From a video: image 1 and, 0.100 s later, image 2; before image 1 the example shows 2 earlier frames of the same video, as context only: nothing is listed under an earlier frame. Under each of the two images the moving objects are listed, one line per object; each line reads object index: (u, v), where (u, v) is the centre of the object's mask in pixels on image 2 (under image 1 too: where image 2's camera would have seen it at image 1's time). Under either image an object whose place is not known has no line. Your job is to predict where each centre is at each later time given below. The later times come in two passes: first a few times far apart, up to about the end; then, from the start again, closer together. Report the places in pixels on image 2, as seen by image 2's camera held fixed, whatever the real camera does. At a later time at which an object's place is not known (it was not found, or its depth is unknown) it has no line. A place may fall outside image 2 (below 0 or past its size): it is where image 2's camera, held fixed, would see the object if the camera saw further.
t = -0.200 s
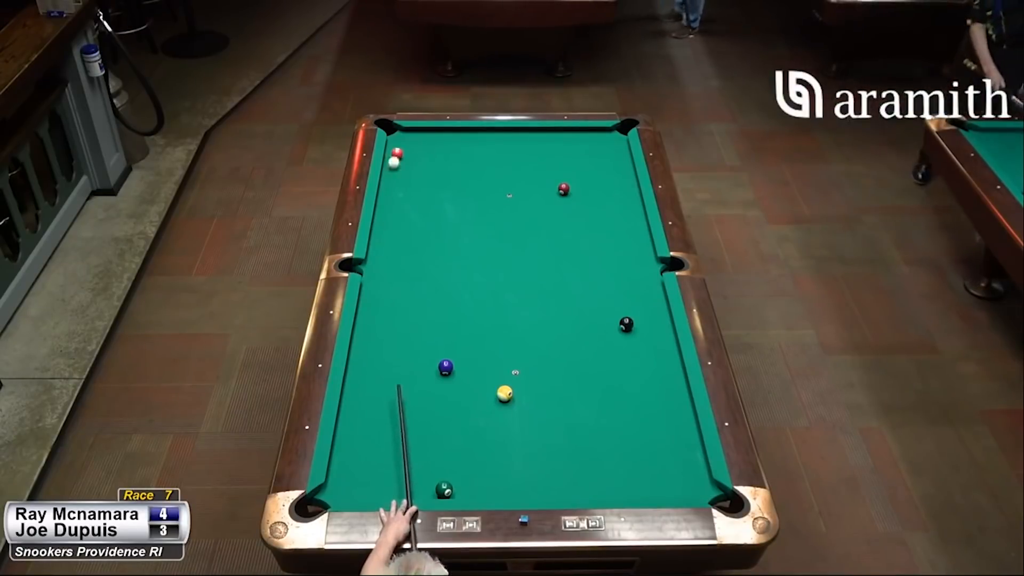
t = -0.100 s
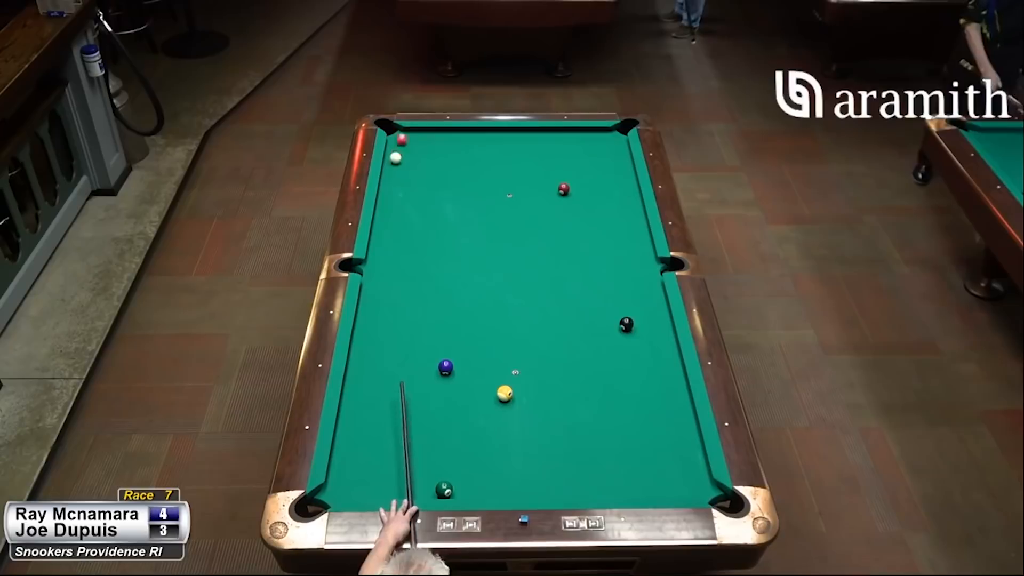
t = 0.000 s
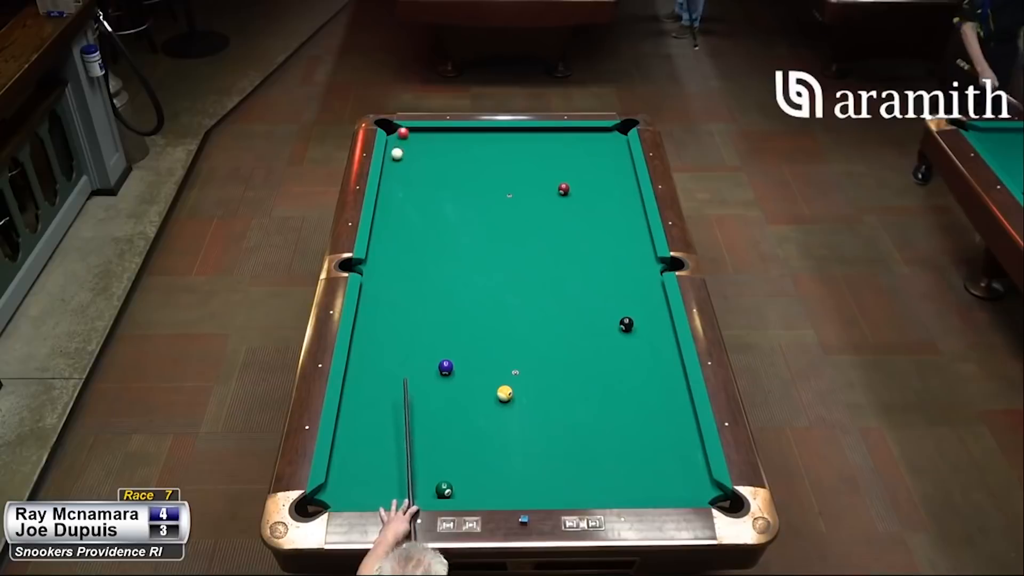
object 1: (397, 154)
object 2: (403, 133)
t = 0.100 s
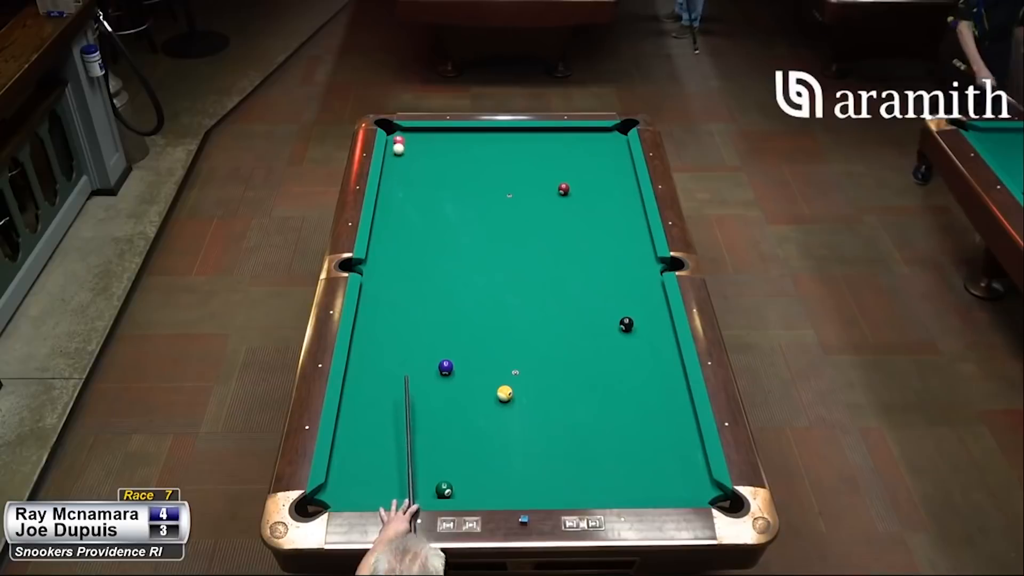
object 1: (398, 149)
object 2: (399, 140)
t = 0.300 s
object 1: (408, 156)
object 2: (396, 140)
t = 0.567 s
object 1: (418, 164)
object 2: (408, 139)
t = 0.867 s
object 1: (431, 173)
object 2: (420, 138)
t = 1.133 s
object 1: (442, 181)
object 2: (431, 137)
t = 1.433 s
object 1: (453, 189)
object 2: (440, 137)
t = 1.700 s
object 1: (462, 195)
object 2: (447, 137)
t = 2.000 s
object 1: (472, 202)
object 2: (454, 136)
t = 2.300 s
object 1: (481, 208)
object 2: (459, 136)
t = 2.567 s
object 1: (488, 213)
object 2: (462, 136)
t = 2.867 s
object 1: (495, 218)
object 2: (464, 136)
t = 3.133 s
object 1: (501, 223)
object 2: (465, 136)
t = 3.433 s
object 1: (507, 227)
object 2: (465, 135)
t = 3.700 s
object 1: (511, 229)
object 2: (465, 135)
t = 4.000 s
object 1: (514, 232)
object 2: (465, 135)
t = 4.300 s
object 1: (517, 234)
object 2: (465, 135)
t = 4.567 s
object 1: (518, 235)
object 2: (465, 135)
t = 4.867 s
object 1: (518, 236)
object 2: (465, 135)
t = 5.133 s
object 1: (518, 236)
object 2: (465, 135)
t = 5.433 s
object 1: (518, 236)
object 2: (465, 135)
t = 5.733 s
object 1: (518, 236)
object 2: (465, 135)
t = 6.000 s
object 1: (518, 236)
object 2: (465, 135)
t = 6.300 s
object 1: (518, 236)
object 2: (465, 135)
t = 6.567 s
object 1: (518, 236)
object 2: (465, 135)
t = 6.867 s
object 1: (518, 236)
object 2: (465, 135)
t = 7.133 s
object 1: (518, 236)
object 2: (465, 135)
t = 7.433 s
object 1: (518, 236)
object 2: (465, 135)
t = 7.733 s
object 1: (518, 236)
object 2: (465, 135)
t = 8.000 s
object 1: (518, 236)
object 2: (465, 136)
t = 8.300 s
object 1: (518, 236)
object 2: (465, 136)
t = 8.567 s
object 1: (518, 236)
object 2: (465, 136)
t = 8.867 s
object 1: (518, 236)
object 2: (465, 136)
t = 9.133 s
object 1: (518, 236)
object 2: (465, 136)
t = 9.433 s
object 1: (518, 236)
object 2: (465, 136)
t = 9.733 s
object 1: (518, 236)
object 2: (465, 136)
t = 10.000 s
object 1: (518, 236)
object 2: (465, 136)
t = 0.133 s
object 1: (399, 149)
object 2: (396, 140)
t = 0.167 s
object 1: (400, 150)
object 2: (394, 141)
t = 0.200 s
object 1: (403, 152)
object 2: (392, 140)
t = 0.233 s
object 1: (405, 154)
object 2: (393, 140)
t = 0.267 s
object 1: (405, 154)
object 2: (393, 140)
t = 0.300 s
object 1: (408, 156)
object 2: (396, 140)
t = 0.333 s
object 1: (409, 157)
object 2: (398, 140)
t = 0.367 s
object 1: (410, 158)
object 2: (399, 140)
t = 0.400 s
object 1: (412, 159)
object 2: (401, 139)
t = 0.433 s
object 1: (413, 160)
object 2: (402, 139)
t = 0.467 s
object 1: (414, 161)
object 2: (403, 139)
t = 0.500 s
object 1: (416, 162)
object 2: (406, 139)
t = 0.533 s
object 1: (418, 163)
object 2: (407, 139)
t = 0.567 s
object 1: (418, 164)
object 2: (408, 139)
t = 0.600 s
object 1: (420, 165)
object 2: (410, 139)
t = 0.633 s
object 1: (422, 166)
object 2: (411, 139)
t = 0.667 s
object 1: (423, 167)
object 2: (412, 139)
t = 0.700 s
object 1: (424, 168)
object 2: (415, 138)
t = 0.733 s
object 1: (426, 169)
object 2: (416, 138)
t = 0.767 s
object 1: (427, 170)
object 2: (416, 138)
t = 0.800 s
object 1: (429, 171)
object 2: (418, 138)
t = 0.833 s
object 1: (430, 172)
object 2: (420, 138)
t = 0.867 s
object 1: (431, 173)
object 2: (420, 138)
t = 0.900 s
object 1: (433, 174)
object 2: (423, 138)
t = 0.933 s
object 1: (434, 175)
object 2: (424, 138)
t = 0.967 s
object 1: (435, 176)
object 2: (424, 138)
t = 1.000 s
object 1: (437, 177)
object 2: (426, 138)
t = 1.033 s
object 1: (438, 178)
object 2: (428, 137)
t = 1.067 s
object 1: (439, 179)
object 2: (428, 137)
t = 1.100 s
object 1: (441, 180)
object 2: (430, 137)
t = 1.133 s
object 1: (442, 181)
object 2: (431, 137)
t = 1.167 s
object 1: (442, 181)
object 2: (431, 137)
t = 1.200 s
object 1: (444, 183)
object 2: (433, 137)
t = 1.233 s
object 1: (446, 183)
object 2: (434, 137)
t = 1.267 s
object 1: (446, 184)
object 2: (435, 137)
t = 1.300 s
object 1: (448, 185)
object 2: (436, 137)
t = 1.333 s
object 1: (449, 186)
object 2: (438, 137)
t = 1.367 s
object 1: (450, 187)
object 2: (438, 137)
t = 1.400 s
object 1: (452, 188)
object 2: (439, 137)
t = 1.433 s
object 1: (453, 189)
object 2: (440, 137)
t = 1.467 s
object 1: (454, 189)
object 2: (441, 137)
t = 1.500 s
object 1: (455, 190)
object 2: (442, 137)
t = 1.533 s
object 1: (457, 191)
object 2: (443, 137)
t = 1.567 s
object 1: (457, 192)
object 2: (443, 137)
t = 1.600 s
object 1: (459, 193)
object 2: (445, 137)
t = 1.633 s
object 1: (460, 194)
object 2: (445, 137)
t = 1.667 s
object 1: (461, 194)
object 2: (446, 137)
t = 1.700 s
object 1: (462, 195)
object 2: (447, 137)
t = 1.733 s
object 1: (464, 196)
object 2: (448, 137)
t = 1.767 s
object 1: (464, 197)
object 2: (449, 137)
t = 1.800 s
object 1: (466, 198)
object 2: (450, 137)
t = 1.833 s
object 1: (467, 199)
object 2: (450, 137)
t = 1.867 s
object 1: (467, 199)
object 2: (451, 137)
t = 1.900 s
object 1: (469, 200)
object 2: (452, 137)
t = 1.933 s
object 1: (470, 201)
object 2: (452, 137)
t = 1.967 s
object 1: (471, 201)
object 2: (453, 137)
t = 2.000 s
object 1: (472, 202)
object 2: (454, 136)
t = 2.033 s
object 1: (473, 203)
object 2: (454, 136)
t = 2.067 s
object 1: (474, 204)
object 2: (455, 137)
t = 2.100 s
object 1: (475, 204)
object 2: (456, 137)
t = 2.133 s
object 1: (476, 205)
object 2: (456, 136)
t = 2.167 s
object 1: (477, 205)
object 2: (457, 136)
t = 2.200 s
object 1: (478, 207)
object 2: (457, 136)
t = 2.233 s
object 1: (479, 207)
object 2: (458, 136)
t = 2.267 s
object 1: (480, 208)
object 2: (458, 136)
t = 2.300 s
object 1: (481, 208)
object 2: (459, 136)
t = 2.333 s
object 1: (482, 209)
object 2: (459, 136)
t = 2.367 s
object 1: (483, 209)
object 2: (459, 136)
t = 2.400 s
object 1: (484, 210)
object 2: (460, 136)
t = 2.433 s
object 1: (485, 211)
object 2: (460, 136)
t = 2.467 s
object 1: (486, 211)
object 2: (461, 136)
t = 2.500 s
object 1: (487, 212)
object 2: (461, 136)
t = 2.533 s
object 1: (488, 213)
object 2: (461, 136)
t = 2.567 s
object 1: (488, 213)
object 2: (462, 136)
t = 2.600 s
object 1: (489, 214)
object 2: (462, 136)
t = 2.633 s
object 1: (490, 215)
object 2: (463, 136)
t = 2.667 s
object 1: (491, 215)
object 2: (463, 136)
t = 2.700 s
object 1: (492, 216)
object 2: (463, 136)
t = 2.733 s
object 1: (493, 217)
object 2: (463, 136)
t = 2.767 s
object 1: (493, 217)
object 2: (463, 136)
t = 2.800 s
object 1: (494, 218)
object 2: (464, 136)
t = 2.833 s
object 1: (495, 218)
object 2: (464, 136)
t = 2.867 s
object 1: (495, 218)
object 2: (464, 136)
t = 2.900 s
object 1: (497, 219)
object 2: (464, 136)
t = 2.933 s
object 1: (497, 220)
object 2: (465, 136)
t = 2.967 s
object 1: (498, 220)
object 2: (465, 136)
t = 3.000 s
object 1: (499, 221)
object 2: (465, 136)
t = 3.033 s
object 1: (499, 221)
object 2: (465, 136)
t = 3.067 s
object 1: (500, 222)
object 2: (465, 136)
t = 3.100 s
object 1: (501, 222)
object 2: (465, 136)
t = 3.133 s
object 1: (501, 223)
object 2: (465, 136)
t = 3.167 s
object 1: (502, 223)
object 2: (465, 135)
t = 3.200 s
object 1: (503, 224)
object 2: (465, 135)
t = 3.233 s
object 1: (503, 224)
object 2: (465, 135)
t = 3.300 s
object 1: (505, 225)
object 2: (465, 135)
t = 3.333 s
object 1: (505, 225)
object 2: (465, 135)
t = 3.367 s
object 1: (505, 226)
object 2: (465, 135)
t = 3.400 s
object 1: (506, 226)
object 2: (465, 135)
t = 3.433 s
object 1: (507, 227)
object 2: (465, 135)
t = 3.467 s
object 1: (507, 227)
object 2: (465, 135)
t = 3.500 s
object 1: (508, 227)
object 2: (465, 135)
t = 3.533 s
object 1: (509, 228)
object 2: (465, 135)
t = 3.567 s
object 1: (509, 228)
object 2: (465, 135)
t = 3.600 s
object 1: (510, 228)
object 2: (465, 135)
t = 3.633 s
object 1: (510, 229)
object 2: (465, 135)
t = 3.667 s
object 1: (510, 229)
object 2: (465, 135)
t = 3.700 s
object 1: (511, 229)
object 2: (465, 135)
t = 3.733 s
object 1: (511, 230)
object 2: (465, 135)
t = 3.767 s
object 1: (512, 230)
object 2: (465, 135)
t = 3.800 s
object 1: (512, 230)
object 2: (465, 135)
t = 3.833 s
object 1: (513, 231)
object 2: (465, 135)
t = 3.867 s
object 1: (513, 231)
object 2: (465, 135)
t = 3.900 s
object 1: (513, 231)
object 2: (465, 135)
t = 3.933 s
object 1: (514, 231)
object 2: (465, 135)
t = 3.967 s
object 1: (514, 232)
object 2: (465, 135)
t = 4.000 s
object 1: (514, 232)
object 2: (465, 135)
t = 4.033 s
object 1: (515, 232)
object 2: (465, 135)
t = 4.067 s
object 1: (515, 232)
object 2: (465, 135)
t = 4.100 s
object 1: (515, 233)
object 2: (465, 135)
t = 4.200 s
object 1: (516, 233)
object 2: (465, 135)
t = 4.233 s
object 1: (516, 234)
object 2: (465, 135)
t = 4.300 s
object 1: (517, 234)
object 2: (465, 135)
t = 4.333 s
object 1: (517, 234)
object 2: (465, 135)
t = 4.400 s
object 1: (517, 234)
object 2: (465, 135)
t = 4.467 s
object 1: (517, 235)
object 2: (465, 135)
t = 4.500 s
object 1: (518, 235)
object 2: (465, 135)
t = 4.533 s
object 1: (518, 235)
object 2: (465, 135)
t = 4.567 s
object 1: (518, 235)
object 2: (465, 135)
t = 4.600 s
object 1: (518, 235)
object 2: (465, 135)
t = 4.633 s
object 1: (518, 235)
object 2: (465, 135)
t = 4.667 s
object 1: (518, 235)
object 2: (465, 135)
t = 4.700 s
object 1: (518, 235)
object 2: (465, 135)
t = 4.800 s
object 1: (518, 235)
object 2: (465, 135)
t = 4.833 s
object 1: (518, 235)
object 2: (465, 135)
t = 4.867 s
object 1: (518, 236)
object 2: (465, 135)
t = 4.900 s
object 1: (518, 236)
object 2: (465, 135)
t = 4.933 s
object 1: (518, 236)
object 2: (465, 135)
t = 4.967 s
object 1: (518, 236)
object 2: (465, 135)
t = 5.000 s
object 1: (518, 236)
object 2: (465, 135)
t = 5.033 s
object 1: (518, 236)
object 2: (465, 135)
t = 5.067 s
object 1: (518, 236)
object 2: (465, 135)
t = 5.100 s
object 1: (518, 236)
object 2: (465, 135)
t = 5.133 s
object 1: (518, 236)
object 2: (465, 135)
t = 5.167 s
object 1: (518, 236)
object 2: (465, 135)
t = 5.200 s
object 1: (518, 236)
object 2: (465, 135)
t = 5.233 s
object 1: (518, 236)
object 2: (465, 135)
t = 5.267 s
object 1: (518, 236)
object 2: (465, 135)
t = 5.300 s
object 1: (518, 236)
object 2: (465, 135)
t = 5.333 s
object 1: (518, 236)
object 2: (465, 135)
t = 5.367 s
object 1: (518, 236)
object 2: (465, 135)
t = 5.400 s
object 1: (518, 236)
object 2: (465, 135)
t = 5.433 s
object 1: (518, 236)
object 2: (465, 135)
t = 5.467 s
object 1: (518, 236)
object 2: (465, 135)
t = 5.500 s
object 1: (518, 236)
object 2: (465, 135)
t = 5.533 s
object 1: (518, 236)
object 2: (465, 135)
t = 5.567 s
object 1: (518, 236)
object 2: (465, 135)
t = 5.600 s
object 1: (518, 236)
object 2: (465, 135)
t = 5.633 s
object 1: (518, 236)
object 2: (465, 135)
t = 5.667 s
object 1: (518, 236)
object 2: (465, 135)
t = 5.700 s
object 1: (518, 236)
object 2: (465, 135)
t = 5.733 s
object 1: (518, 236)
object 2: (465, 135)
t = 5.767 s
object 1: (518, 236)
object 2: (465, 135)
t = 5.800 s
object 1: (518, 236)
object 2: (465, 135)
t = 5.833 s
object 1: (518, 236)
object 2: (465, 135)
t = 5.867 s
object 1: (518, 236)
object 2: (465, 135)
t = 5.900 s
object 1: (518, 236)
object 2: (465, 135)
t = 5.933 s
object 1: (518, 236)
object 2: (465, 135)
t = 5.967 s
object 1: (518, 236)
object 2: (465, 135)
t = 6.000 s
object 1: (518, 236)
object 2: (465, 135)
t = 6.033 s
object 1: (518, 236)
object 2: (465, 135)
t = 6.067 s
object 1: (518, 236)
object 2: (465, 135)
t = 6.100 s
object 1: (518, 236)
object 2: (465, 135)
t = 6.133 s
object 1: (518, 236)
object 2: (465, 135)
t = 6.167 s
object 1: (518, 236)
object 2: (465, 135)
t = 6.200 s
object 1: (518, 236)
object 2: (465, 135)
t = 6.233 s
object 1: (518, 236)
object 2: (465, 135)
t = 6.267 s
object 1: (518, 236)
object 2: (465, 135)
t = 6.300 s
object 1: (518, 236)
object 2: (465, 135)
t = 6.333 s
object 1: (518, 236)
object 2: (465, 135)
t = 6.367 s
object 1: (518, 236)
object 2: (465, 135)
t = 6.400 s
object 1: (518, 236)
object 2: (465, 135)
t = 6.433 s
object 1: (518, 236)
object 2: (465, 135)
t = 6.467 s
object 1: (518, 236)
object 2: (465, 135)
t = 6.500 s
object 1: (518, 236)
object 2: (465, 135)
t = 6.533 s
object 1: (518, 236)
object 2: (465, 135)
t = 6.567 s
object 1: (518, 236)
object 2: (465, 135)
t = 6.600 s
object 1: (518, 236)
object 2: (465, 135)
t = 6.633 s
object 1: (518, 236)
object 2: (465, 135)
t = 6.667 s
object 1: (518, 236)
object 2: (465, 135)
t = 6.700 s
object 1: (518, 236)
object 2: (465, 135)
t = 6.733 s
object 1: (518, 236)
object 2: (465, 135)
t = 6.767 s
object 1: (518, 236)
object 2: (465, 135)
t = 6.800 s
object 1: (518, 236)
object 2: (465, 135)
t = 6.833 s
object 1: (518, 236)
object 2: (465, 135)
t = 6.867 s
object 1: (518, 236)
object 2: (465, 135)
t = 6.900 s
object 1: (518, 236)
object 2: (465, 135)
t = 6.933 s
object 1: (518, 236)
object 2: (465, 135)
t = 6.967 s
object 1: (518, 236)
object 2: (465, 135)
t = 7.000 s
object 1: (518, 236)
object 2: (465, 135)
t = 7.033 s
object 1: (518, 236)
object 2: (465, 135)
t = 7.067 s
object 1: (518, 236)
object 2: (465, 135)
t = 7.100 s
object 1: (518, 236)
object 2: (465, 135)
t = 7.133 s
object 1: (518, 236)
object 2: (465, 135)
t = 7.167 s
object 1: (518, 236)
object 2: (465, 135)
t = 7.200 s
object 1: (518, 236)
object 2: (465, 135)
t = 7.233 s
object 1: (518, 236)
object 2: (465, 135)
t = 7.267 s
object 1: (518, 236)
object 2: (465, 135)
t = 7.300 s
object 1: (518, 236)
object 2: (465, 135)
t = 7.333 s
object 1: (518, 236)
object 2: (465, 135)
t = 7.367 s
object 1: (518, 236)
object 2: (465, 135)
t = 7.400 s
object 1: (518, 236)
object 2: (465, 135)
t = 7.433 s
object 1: (518, 236)
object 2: (465, 135)
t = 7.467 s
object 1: (518, 236)
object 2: (465, 135)
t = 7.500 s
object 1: (518, 236)
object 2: (465, 135)
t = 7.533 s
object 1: (518, 236)
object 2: (465, 135)
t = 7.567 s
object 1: (518, 236)
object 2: (465, 135)
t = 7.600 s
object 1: (518, 236)
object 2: (465, 135)
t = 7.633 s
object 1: (518, 236)
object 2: (465, 135)
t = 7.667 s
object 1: (518, 236)
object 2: (465, 135)
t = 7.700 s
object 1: (518, 236)
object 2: (465, 135)
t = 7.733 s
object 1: (518, 236)
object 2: (465, 135)
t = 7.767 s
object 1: (518, 236)
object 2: (465, 135)
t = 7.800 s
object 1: (518, 236)
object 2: (465, 135)
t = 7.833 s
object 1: (518, 236)
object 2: (465, 135)
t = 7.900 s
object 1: (518, 236)
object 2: (465, 135)
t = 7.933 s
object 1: (518, 236)
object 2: (465, 135)
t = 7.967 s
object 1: (518, 236)
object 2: (465, 136)
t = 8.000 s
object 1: (518, 236)
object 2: (465, 136)
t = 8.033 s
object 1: (518, 236)
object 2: (465, 136)
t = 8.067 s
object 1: (518, 236)
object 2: (465, 136)
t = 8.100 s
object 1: (518, 236)
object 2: (465, 136)
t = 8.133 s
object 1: (518, 236)
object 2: (465, 136)
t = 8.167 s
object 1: (518, 236)
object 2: (465, 136)
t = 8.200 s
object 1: (518, 236)
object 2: (465, 136)
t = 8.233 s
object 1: (518, 236)
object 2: (465, 136)
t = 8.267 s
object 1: (518, 236)
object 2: (465, 136)
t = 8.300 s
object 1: (518, 236)
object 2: (465, 136)
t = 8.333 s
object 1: (518, 236)
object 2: (465, 136)
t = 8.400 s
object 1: (518, 236)
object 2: (465, 136)
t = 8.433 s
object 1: (518, 236)
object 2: (465, 136)
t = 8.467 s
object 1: (518, 236)
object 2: (465, 136)
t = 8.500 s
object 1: (518, 236)
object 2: (465, 136)
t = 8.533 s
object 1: (518, 236)
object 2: (465, 136)
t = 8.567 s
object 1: (518, 236)
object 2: (465, 136)
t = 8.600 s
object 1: (518, 236)
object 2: (465, 136)
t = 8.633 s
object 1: (518, 236)
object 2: (465, 136)
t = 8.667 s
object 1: (518, 236)
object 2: (465, 136)
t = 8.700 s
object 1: (518, 236)
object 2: (465, 136)
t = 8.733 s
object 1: (518, 236)
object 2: (465, 136)
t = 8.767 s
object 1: (518, 236)
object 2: (465, 136)
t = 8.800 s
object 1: (518, 236)
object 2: (465, 136)
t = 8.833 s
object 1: (518, 236)
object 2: (465, 136)
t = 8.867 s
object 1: (518, 236)
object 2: (465, 136)
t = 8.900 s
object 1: (518, 236)
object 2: (465, 136)
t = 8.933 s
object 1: (518, 236)
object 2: (465, 136)
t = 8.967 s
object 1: (518, 236)
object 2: (465, 136)
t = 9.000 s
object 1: (518, 236)
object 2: (465, 136)
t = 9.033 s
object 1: (518, 236)
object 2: (465, 136)
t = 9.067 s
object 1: (518, 236)
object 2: (465, 136)
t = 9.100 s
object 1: (518, 236)
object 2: (465, 136)
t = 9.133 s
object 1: (518, 236)
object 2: (465, 136)
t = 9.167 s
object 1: (518, 236)
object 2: (465, 136)
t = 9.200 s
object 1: (518, 236)
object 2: (465, 136)
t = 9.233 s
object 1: (518, 236)
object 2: (465, 136)
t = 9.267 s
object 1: (518, 236)
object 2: (465, 136)
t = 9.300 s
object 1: (518, 236)
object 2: (465, 136)
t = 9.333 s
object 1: (518, 236)
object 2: (465, 136)
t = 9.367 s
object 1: (518, 236)
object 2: (465, 136)
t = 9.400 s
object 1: (518, 236)
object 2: (465, 136)
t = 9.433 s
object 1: (518, 236)
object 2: (465, 136)
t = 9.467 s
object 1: (518, 236)
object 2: (465, 136)
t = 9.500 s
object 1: (518, 236)
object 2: (465, 136)
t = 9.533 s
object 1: (518, 236)
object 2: (465, 136)
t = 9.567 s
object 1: (518, 236)
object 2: (465, 136)
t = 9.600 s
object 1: (518, 236)
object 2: (465, 136)
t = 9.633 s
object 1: (518, 236)
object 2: (465, 136)
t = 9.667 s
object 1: (518, 236)
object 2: (465, 136)
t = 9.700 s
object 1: (518, 236)
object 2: (465, 136)
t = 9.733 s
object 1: (518, 236)
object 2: (465, 136)
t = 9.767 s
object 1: (518, 236)
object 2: (465, 136)
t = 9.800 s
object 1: (518, 236)
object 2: (465, 136)
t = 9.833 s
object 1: (518, 236)
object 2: (465, 136)
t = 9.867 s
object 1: (518, 236)
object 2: (465, 136)
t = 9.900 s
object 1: (518, 236)
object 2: (465, 136)
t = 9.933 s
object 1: (518, 236)
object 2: (465, 136)
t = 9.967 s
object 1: (518, 236)
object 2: (465, 136)
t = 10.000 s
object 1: (518, 236)
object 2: (465, 136)
